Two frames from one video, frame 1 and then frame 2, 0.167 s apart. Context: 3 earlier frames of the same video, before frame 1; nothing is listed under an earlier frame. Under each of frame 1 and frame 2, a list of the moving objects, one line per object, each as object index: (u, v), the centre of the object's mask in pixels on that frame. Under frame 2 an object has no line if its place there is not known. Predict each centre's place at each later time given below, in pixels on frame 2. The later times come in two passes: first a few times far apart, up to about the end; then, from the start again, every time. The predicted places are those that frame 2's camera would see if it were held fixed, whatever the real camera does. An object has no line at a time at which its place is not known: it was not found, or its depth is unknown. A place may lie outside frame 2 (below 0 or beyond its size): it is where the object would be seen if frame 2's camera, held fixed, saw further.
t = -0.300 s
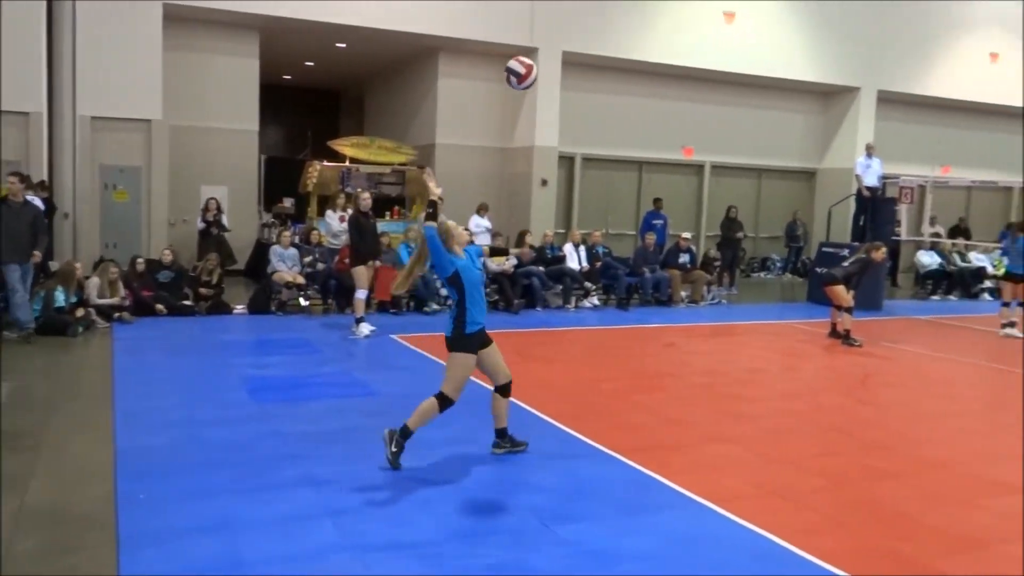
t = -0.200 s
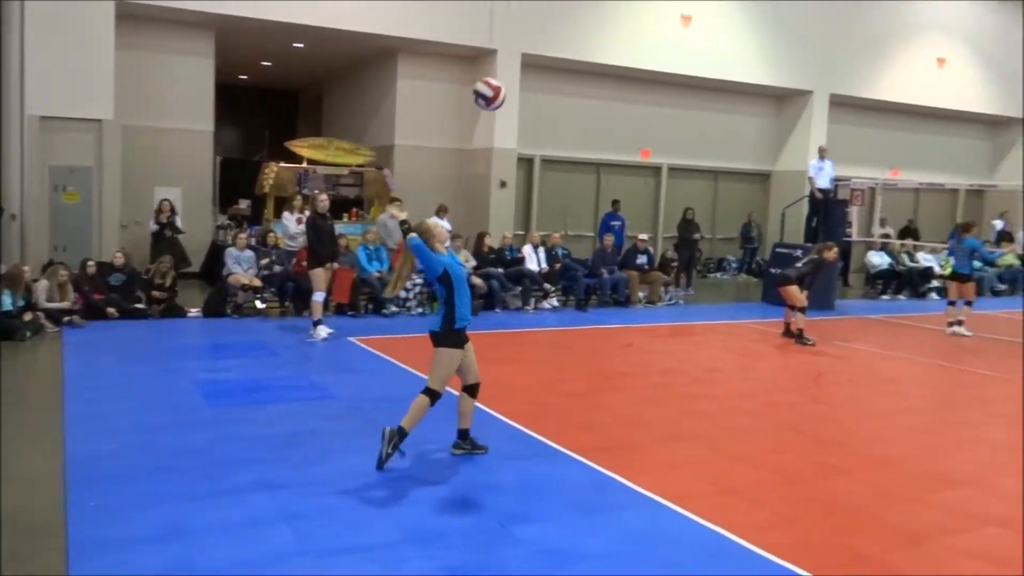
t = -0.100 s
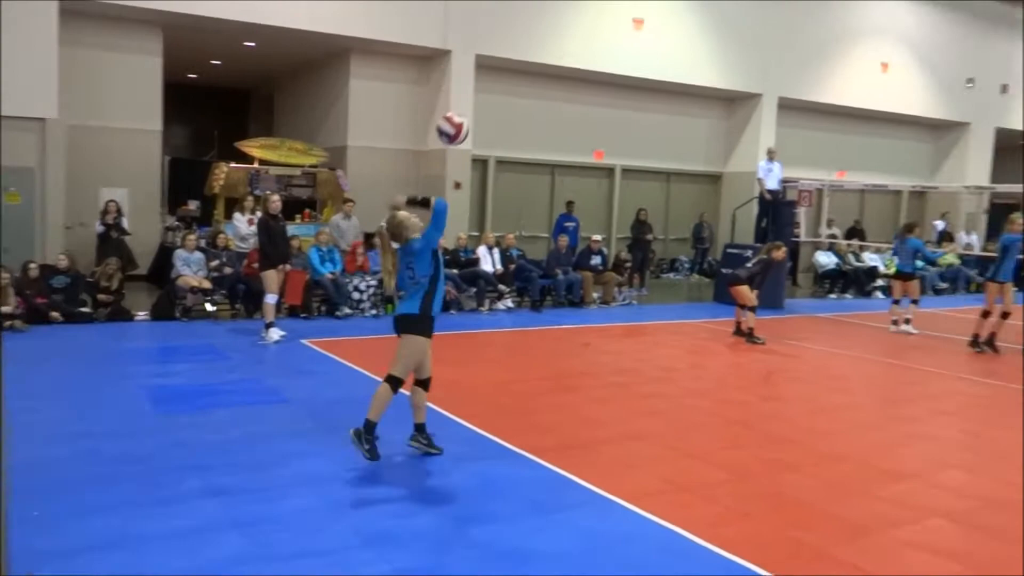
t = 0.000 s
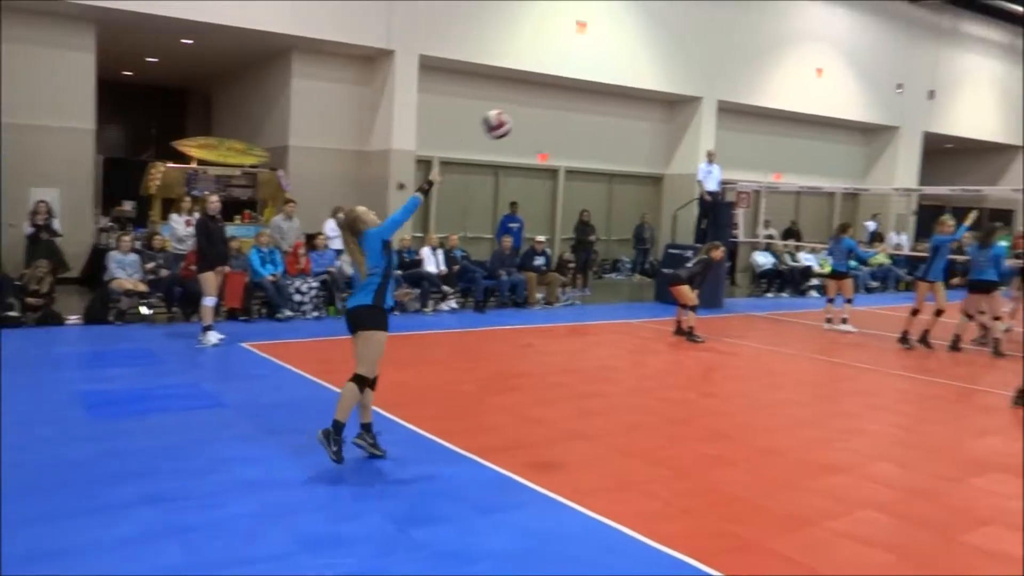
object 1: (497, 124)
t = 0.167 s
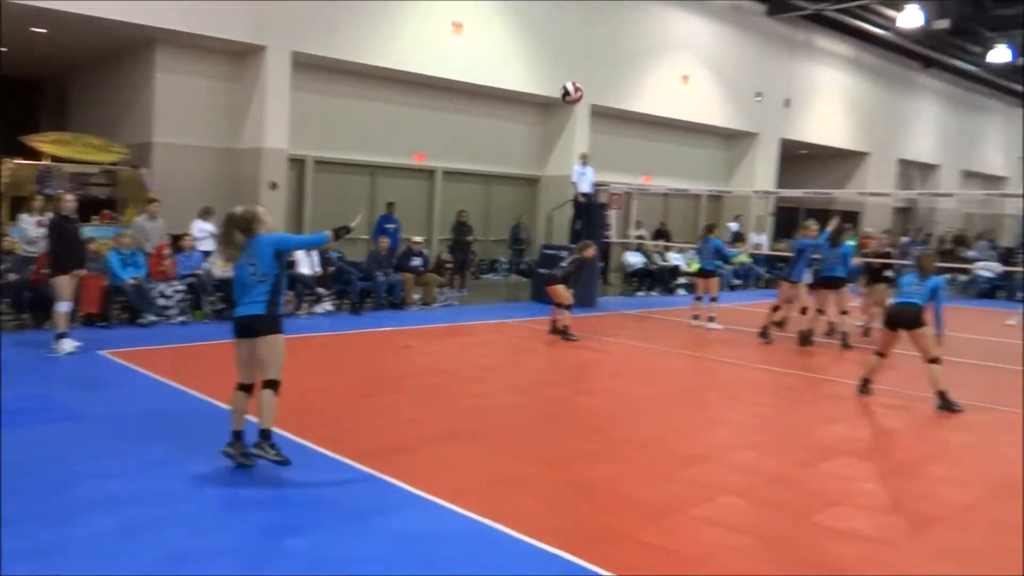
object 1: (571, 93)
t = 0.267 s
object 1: (643, 91)
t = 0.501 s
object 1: (757, 110)
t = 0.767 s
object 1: (832, 155)
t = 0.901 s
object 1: (856, 186)
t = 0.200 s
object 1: (598, 92)
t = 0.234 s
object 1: (622, 91)
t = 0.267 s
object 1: (643, 91)
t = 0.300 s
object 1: (664, 91)
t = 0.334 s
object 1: (684, 94)
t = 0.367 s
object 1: (701, 95)
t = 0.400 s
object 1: (717, 98)
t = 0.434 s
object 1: (731, 101)
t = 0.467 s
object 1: (745, 104)
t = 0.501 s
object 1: (757, 110)
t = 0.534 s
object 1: (769, 114)
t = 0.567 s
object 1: (780, 118)
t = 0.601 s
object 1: (790, 125)
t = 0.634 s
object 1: (800, 130)
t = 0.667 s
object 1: (808, 137)
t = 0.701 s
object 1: (816, 143)
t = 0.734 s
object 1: (824, 149)
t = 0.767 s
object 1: (832, 155)
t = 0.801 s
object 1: (838, 163)
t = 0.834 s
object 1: (843, 173)
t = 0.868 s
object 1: (849, 181)
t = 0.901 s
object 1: (856, 186)
